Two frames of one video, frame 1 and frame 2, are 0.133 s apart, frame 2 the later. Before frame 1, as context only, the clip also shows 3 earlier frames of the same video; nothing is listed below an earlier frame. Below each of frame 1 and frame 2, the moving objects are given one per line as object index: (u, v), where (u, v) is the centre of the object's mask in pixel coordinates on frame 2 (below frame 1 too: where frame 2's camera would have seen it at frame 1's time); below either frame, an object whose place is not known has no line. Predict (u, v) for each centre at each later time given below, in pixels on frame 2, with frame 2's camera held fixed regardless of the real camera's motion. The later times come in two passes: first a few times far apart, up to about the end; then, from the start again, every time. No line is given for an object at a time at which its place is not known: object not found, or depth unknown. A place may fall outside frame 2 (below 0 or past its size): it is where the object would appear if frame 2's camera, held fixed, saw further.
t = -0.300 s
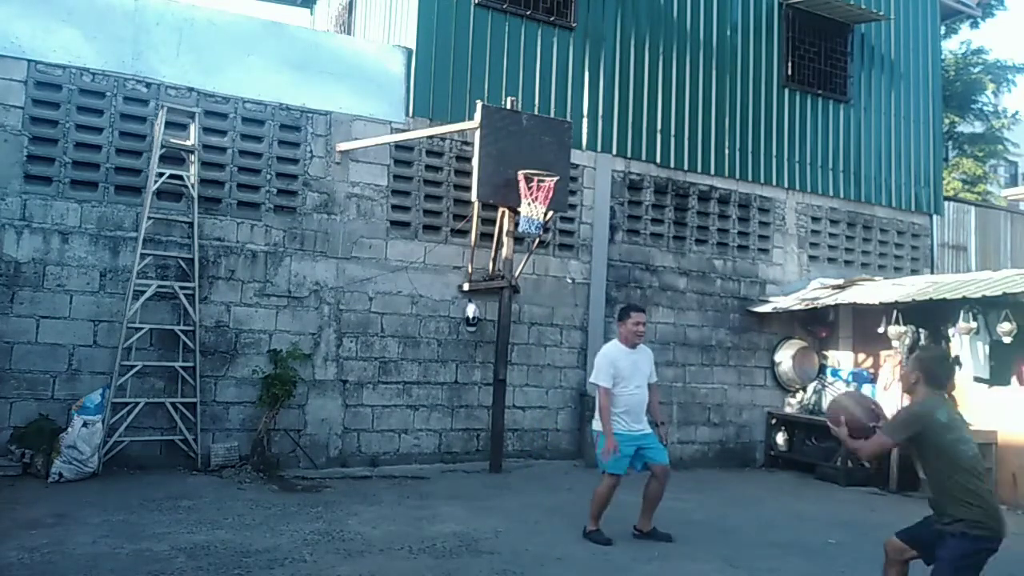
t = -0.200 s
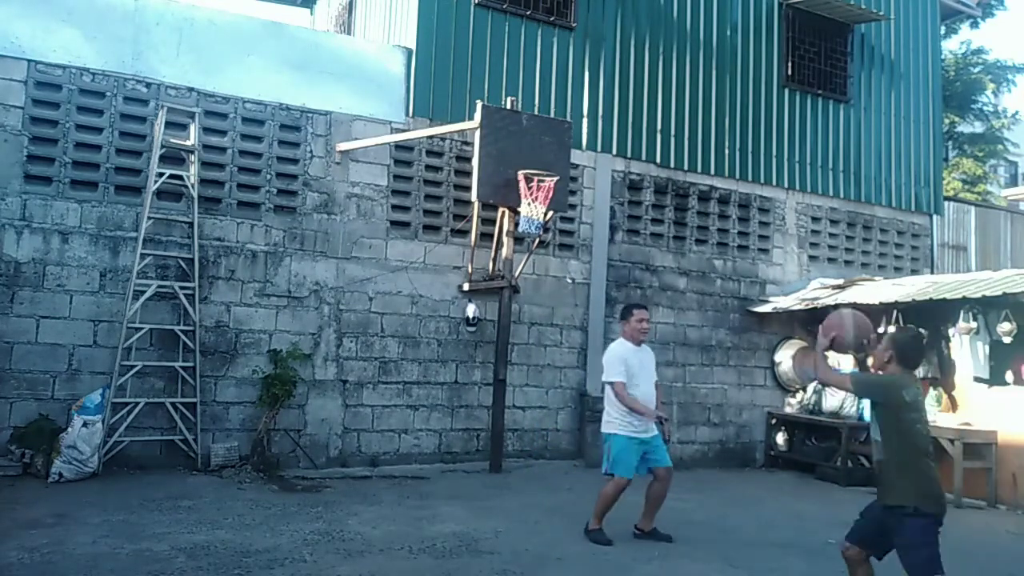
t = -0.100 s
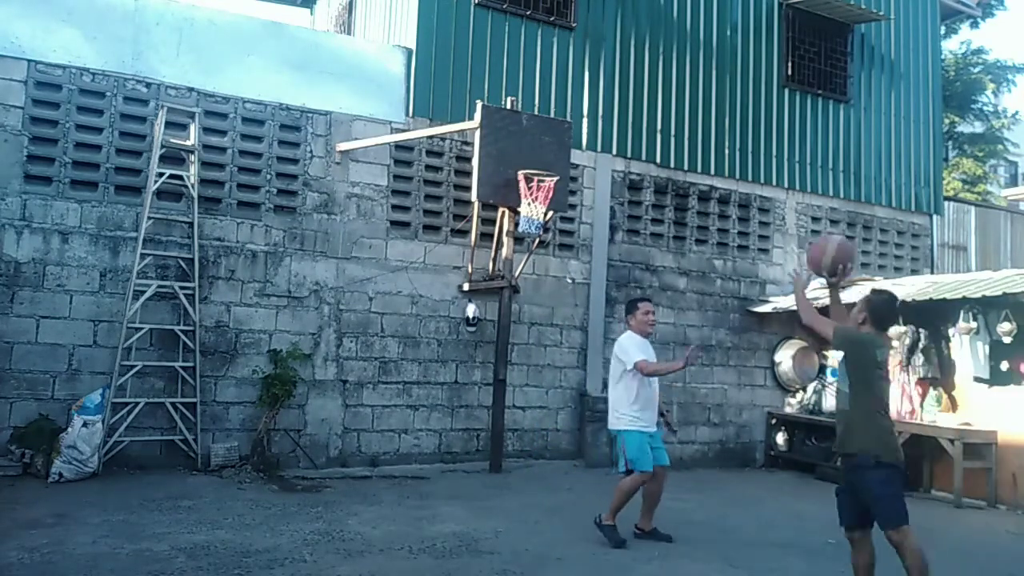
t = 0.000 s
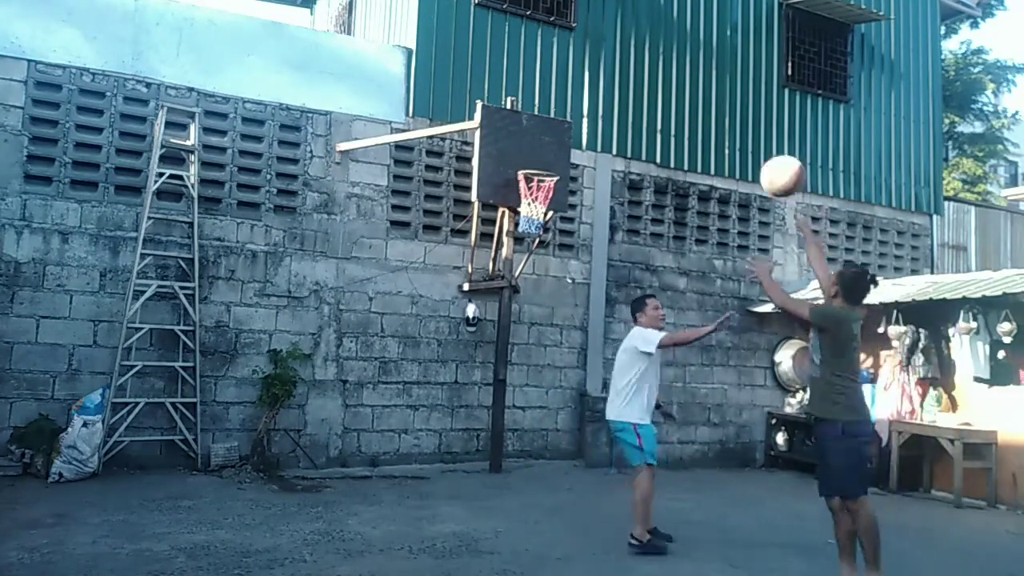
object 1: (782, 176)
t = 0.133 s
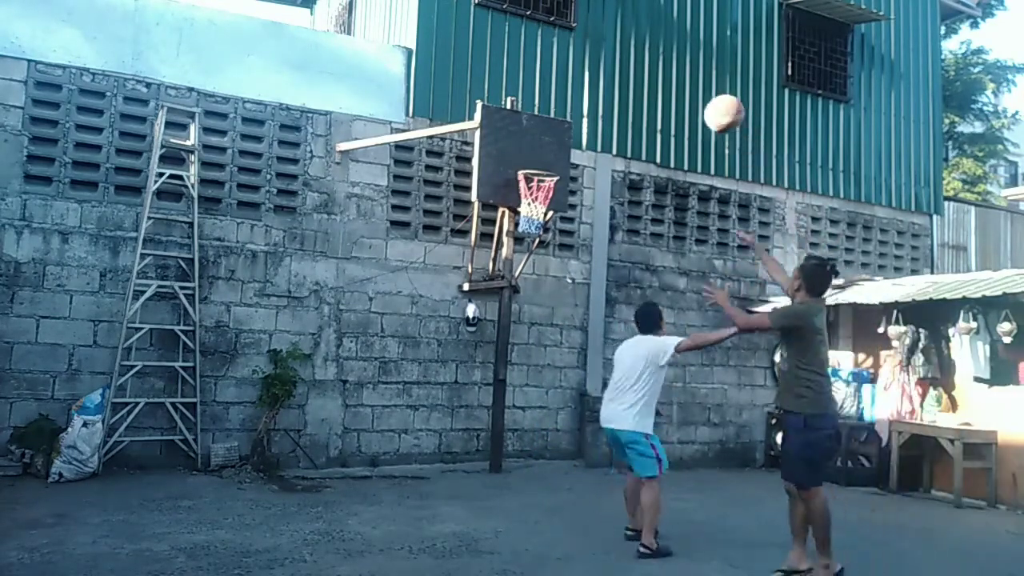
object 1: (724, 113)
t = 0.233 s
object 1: (687, 91)
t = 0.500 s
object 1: (613, 101)
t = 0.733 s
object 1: (563, 168)
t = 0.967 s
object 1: (595, 175)
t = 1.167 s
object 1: (629, 215)
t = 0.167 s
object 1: (711, 103)
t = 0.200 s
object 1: (699, 96)
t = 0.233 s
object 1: (687, 91)
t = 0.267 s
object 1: (676, 87)
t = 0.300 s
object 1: (667, 85)
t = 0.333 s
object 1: (656, 84)
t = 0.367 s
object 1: (647, 85)
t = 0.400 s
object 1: (638, 87)
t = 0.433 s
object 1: (629, 90)
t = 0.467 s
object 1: (621, 95)
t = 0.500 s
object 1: (613, 101)
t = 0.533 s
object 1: (605, 108)
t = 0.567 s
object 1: (598, 116)
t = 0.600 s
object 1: (590, 125)
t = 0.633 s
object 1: (582, 134)
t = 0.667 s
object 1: (575, 146)
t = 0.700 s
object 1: (568, 158)
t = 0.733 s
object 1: (563, 168)
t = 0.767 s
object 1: (566, 168)
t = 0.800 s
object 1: (569, 167)
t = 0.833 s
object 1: (573, 168)
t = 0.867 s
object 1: (577, 169)
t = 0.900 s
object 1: (583, 169)
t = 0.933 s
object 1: (589, 172)
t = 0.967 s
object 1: (595, 175)
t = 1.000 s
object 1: (601, 179)
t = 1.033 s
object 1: (606, 184)
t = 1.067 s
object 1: (614, 190)
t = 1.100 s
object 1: (618, 198)
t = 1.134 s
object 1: (624, 206)
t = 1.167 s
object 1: (629, 215)
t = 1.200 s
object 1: (635, 225)
